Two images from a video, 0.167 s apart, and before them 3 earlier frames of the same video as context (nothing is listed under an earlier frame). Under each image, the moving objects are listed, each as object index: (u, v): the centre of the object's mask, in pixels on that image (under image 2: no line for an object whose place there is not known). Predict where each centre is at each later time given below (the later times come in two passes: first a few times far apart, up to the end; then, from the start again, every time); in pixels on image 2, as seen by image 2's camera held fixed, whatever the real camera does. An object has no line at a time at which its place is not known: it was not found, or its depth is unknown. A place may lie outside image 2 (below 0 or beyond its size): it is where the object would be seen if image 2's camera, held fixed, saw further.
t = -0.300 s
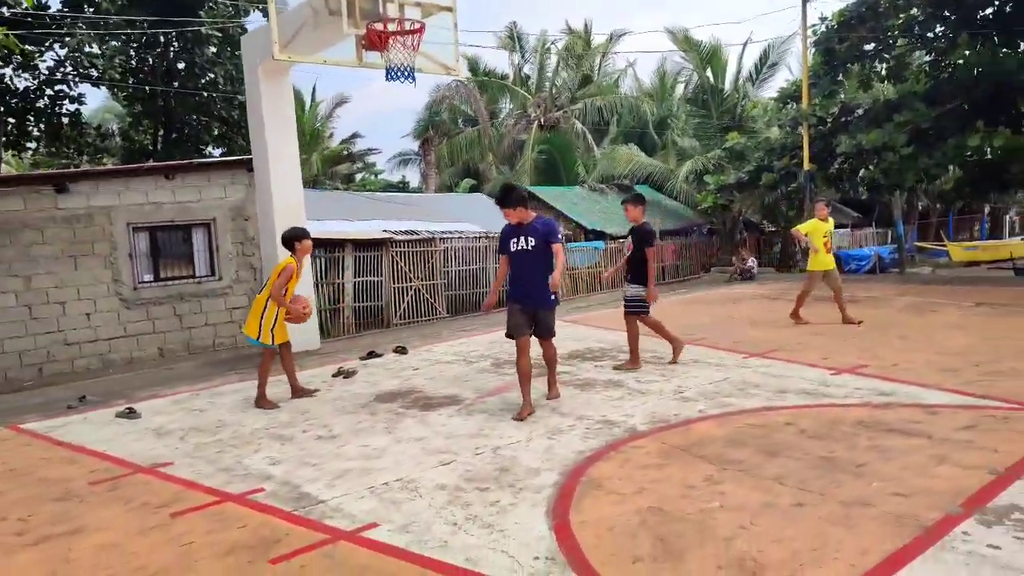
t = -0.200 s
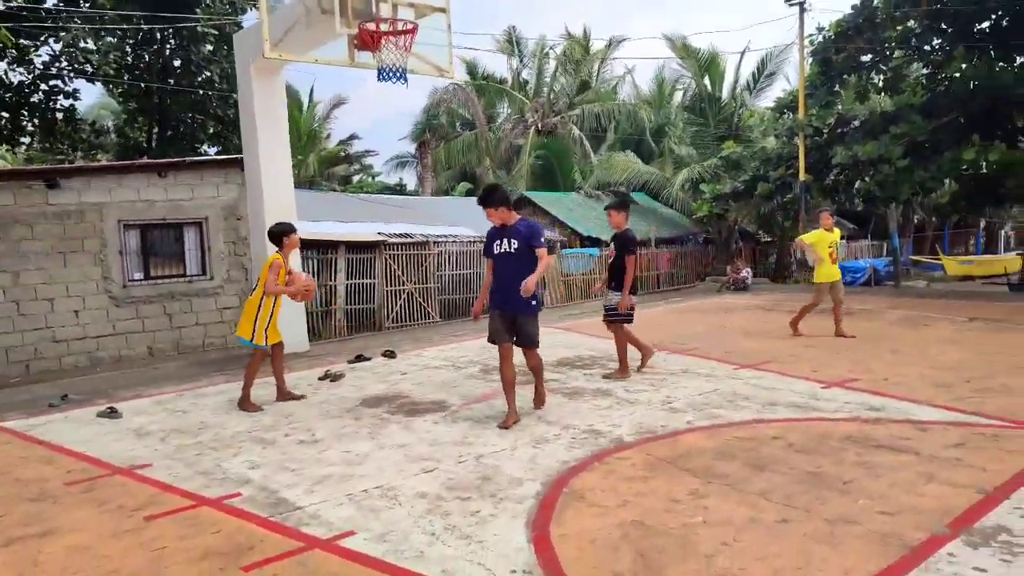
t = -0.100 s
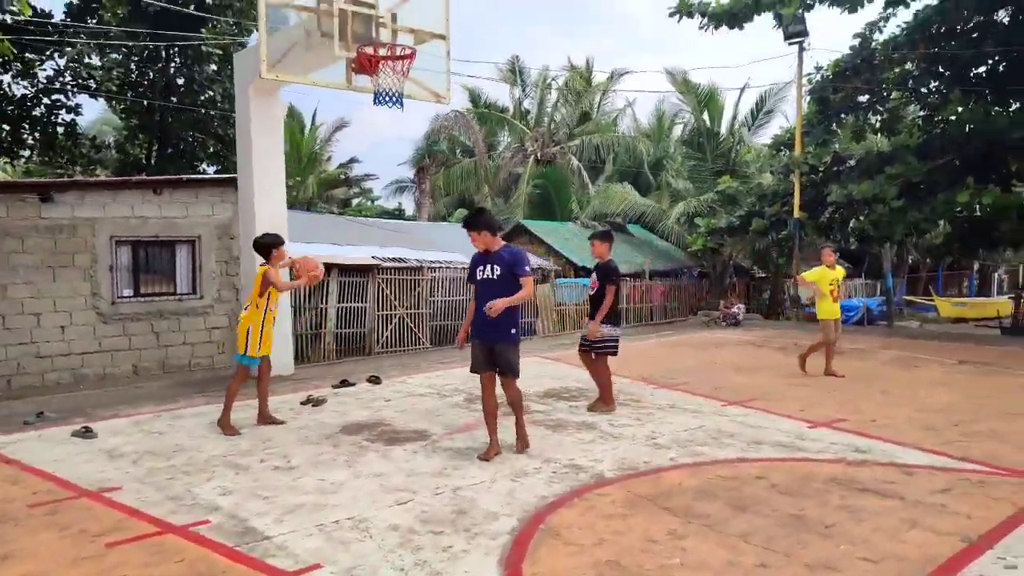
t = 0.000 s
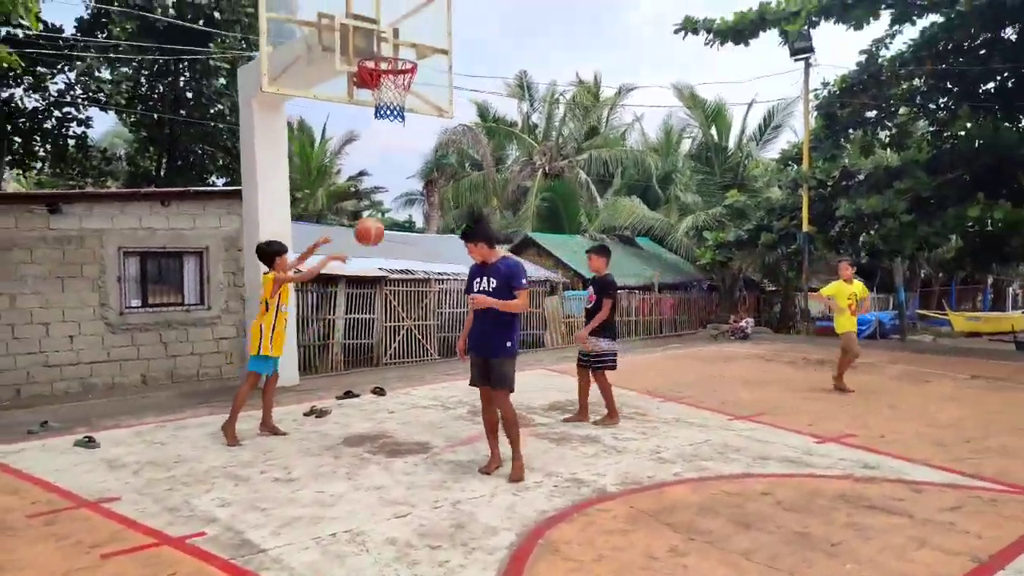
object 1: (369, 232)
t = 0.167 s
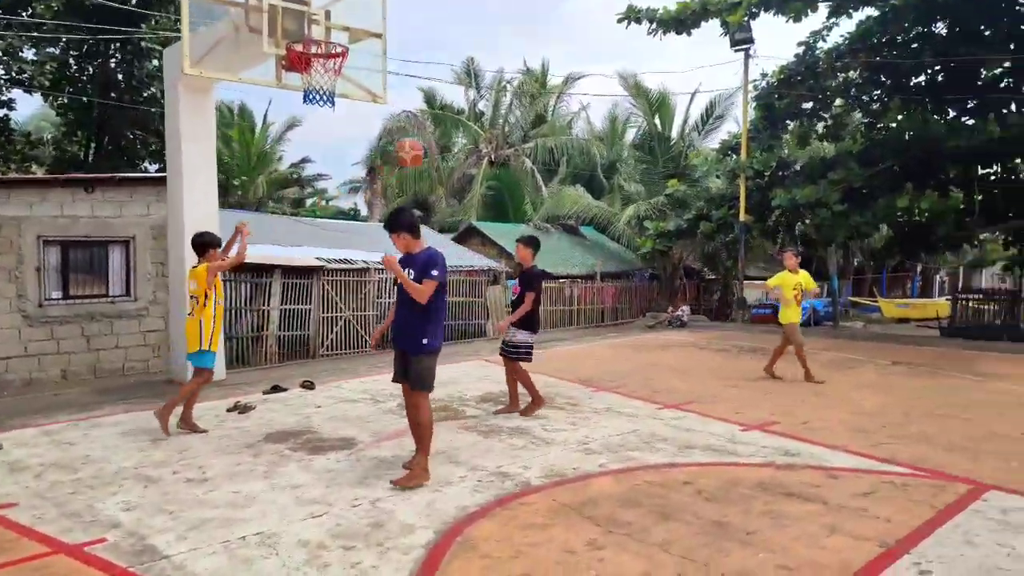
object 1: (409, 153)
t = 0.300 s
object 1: (483, 124)
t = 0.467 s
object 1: (569, 120)
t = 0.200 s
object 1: (428, 144)
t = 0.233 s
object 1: (446, 136)
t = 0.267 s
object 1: (465, 130)
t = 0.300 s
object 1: (483, 124)
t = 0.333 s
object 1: (500, 123)
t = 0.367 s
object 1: (518, 120)
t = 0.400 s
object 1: (536, 118)
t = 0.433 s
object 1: (553, 118)
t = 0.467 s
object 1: (569, 120)
